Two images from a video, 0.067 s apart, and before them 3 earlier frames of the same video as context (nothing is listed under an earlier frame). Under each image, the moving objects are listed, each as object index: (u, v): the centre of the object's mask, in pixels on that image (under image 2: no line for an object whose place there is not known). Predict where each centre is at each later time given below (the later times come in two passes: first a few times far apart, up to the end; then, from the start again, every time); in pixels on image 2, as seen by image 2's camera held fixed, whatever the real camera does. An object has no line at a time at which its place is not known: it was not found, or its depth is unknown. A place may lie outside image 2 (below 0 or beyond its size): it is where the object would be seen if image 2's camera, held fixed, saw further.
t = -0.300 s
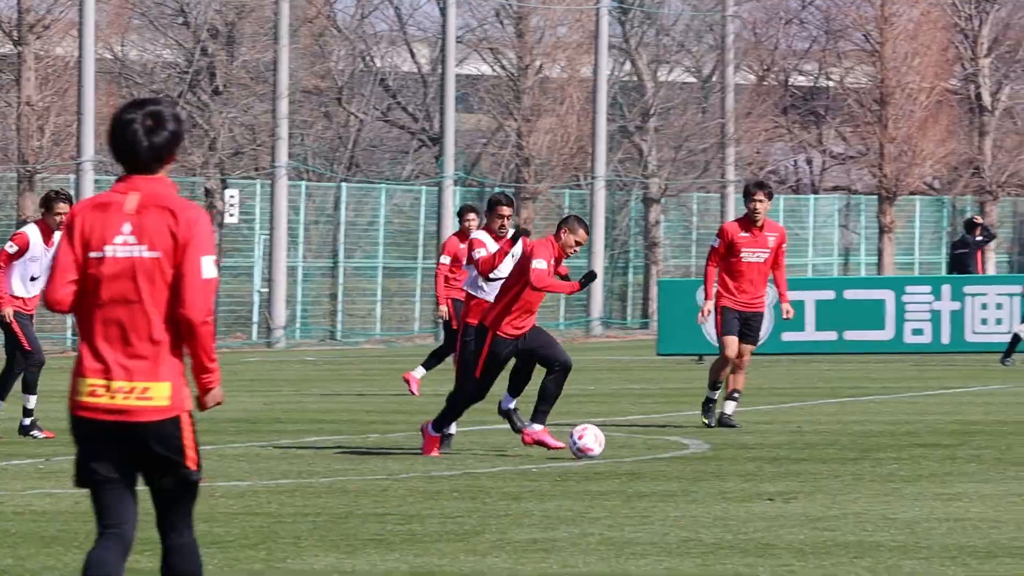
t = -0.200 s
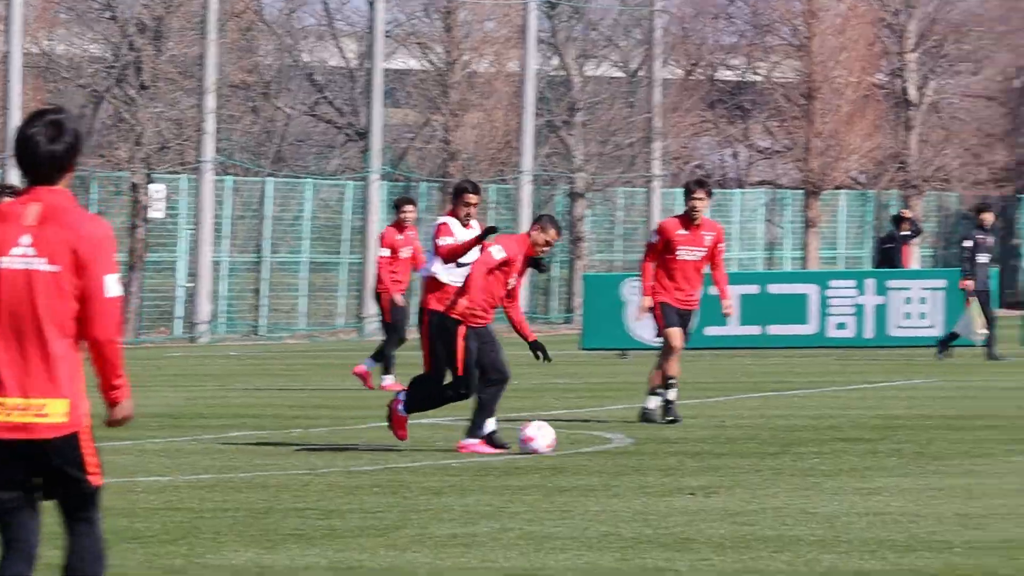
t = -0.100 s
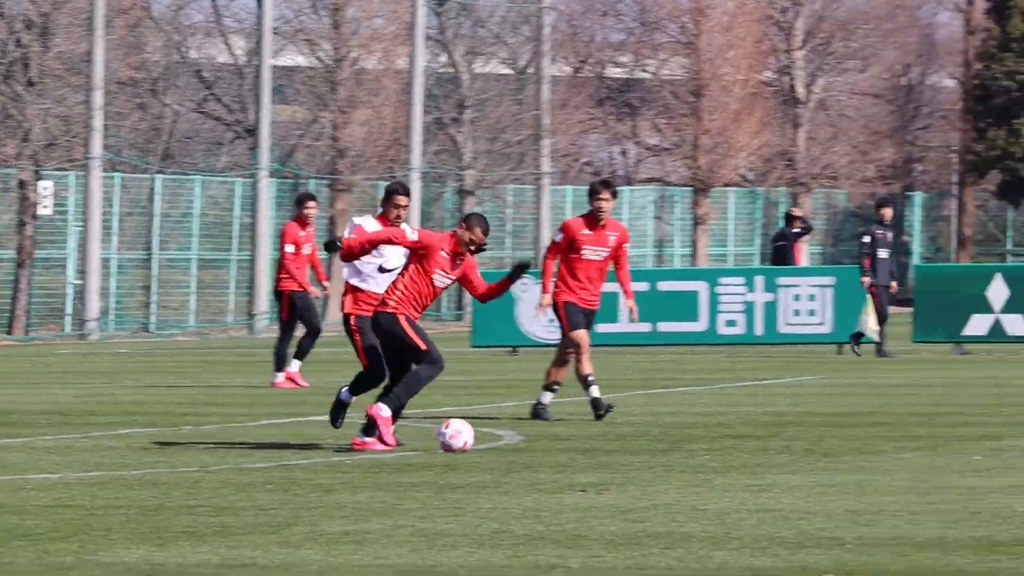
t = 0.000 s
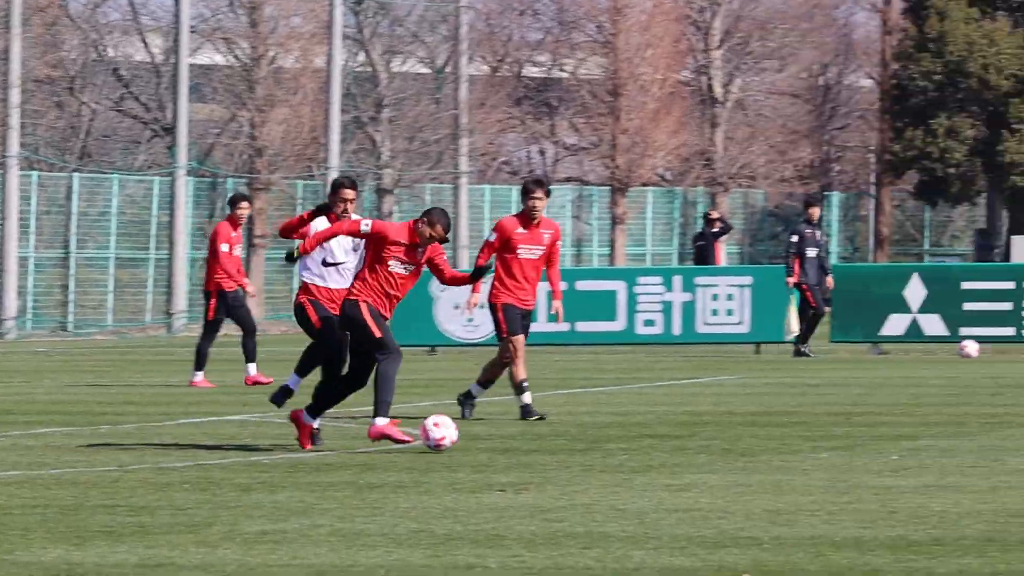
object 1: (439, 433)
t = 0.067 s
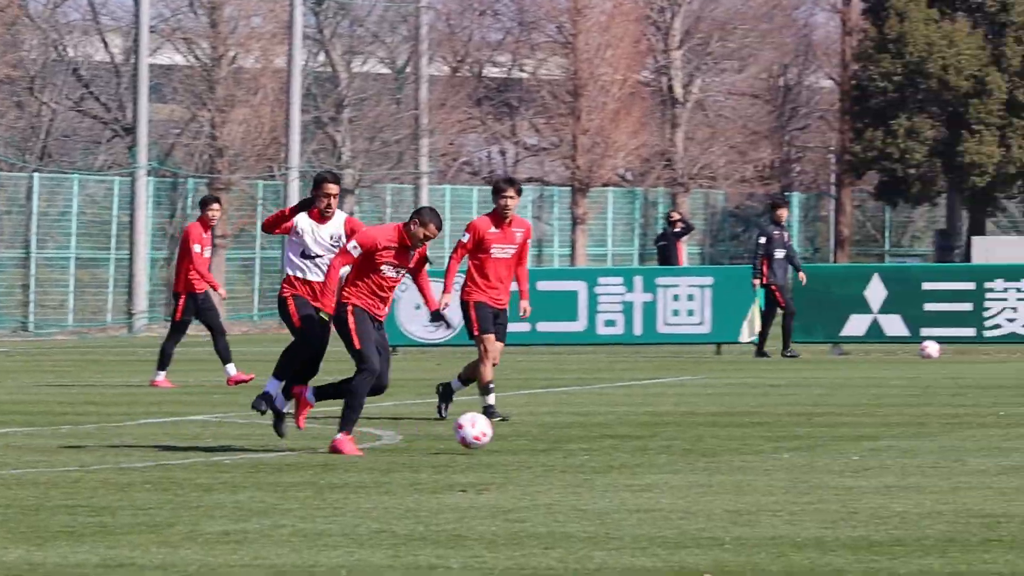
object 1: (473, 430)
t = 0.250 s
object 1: (663, 435)
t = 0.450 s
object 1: (839, 440)
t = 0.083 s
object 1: (492, 430)
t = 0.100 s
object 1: (509, 430)
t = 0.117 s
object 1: (528, 433)
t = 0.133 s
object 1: (546, 434)
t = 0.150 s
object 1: (565, 434)
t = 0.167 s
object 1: (582, 436)
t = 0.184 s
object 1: (599, 438)
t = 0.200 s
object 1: (615, 439)
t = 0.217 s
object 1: (631, 438)
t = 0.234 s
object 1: (647, 436)
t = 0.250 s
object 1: (663, 435)
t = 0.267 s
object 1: (678, 437)
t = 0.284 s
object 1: (693, 439)
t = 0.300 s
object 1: (710, 440)
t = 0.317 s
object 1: (725, 441)
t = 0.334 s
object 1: (741, 440)
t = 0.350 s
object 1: (755, 440)
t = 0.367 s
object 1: (769, 440)
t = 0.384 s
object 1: (783, 440)
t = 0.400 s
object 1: (798, 438)
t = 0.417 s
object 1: (812, 438)
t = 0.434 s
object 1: (826, 439)
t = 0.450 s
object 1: (839, 440)
